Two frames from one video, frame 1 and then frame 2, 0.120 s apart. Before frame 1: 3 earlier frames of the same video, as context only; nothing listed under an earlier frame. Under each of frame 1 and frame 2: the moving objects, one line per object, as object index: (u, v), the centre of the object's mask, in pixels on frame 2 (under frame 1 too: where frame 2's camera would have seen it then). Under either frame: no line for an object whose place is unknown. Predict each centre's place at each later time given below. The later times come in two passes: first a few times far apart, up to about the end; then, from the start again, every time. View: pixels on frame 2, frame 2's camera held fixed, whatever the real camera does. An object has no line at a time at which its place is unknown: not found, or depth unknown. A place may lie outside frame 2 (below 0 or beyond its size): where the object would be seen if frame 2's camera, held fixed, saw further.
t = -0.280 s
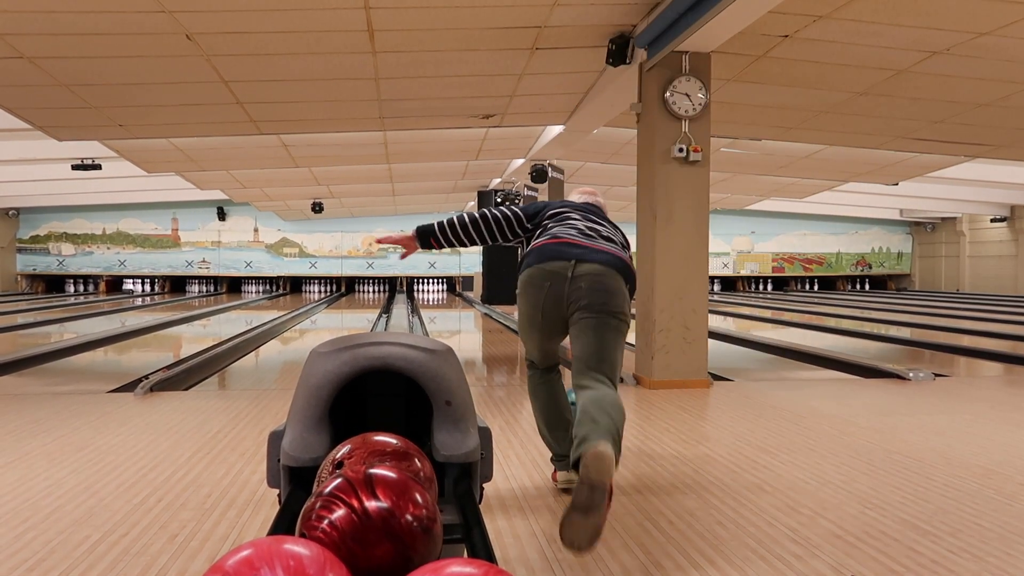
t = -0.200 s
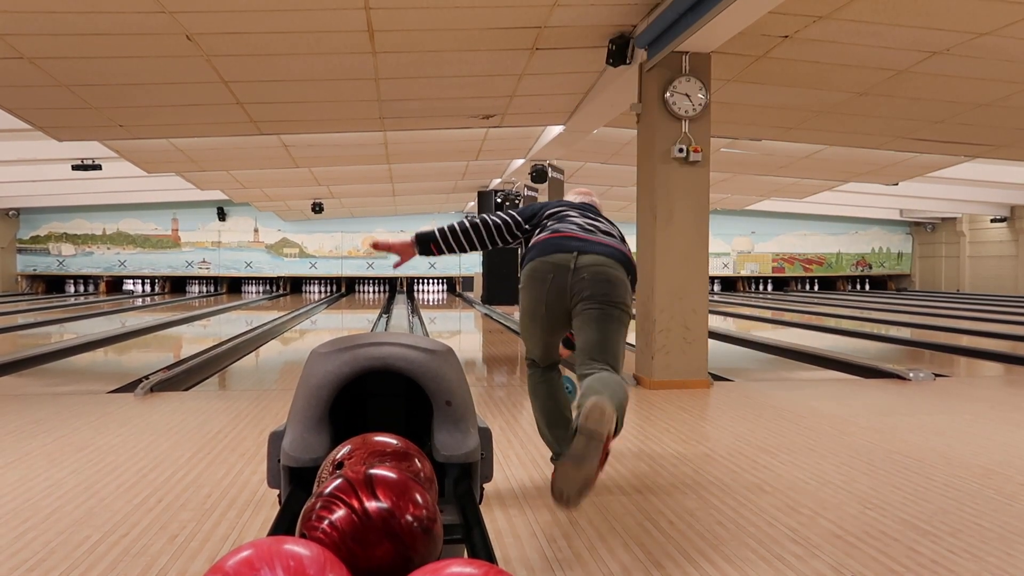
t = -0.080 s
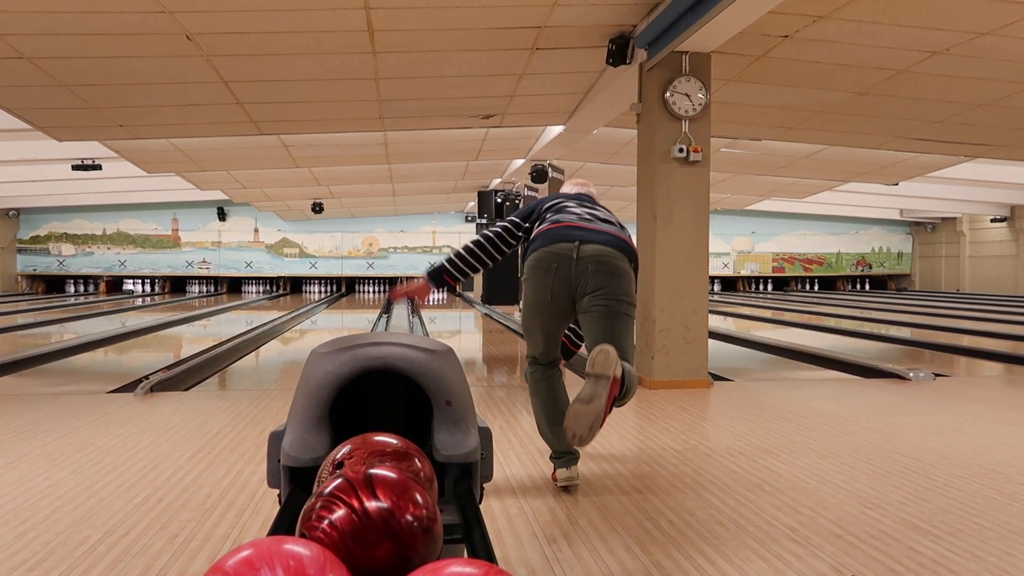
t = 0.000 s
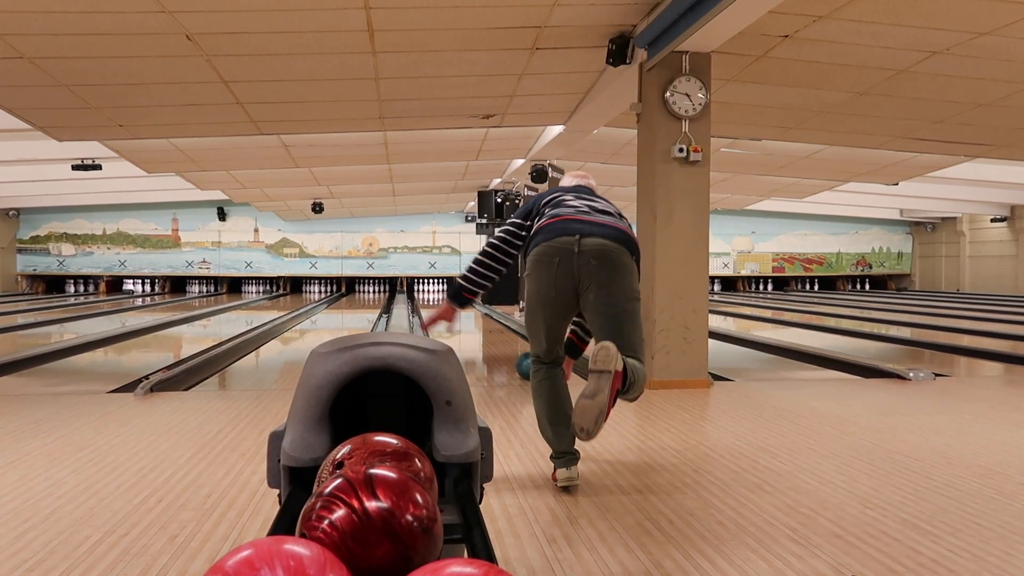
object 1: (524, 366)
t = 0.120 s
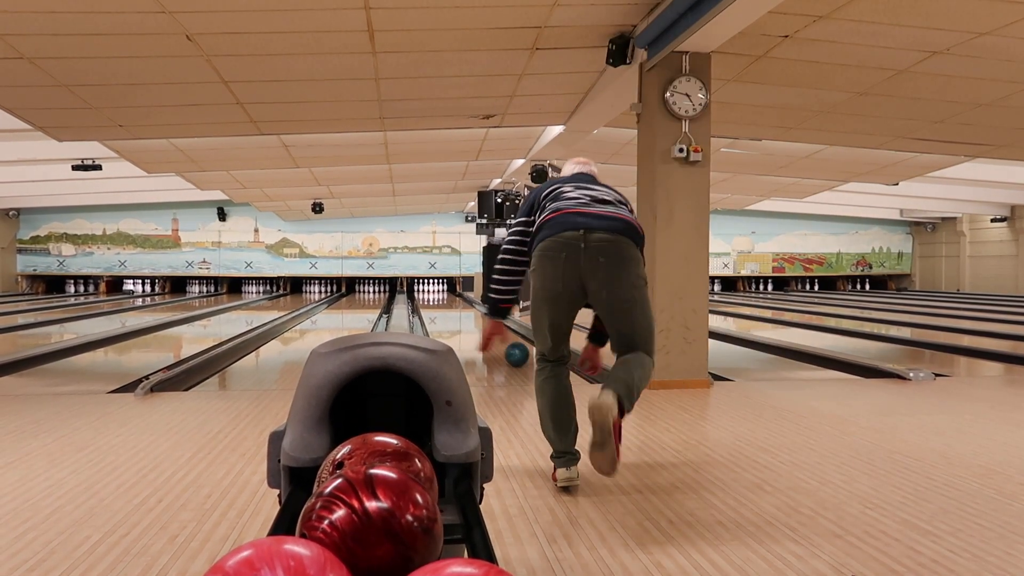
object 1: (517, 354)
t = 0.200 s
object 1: (509, 348)
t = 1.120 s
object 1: (469, 311)
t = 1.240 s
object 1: (467, 308)
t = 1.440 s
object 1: (463, 305)
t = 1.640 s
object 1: (459, 302)
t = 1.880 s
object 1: (456, 298)
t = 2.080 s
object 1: (453, 296)
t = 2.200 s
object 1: (452, 295)
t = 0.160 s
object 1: (515, 352)
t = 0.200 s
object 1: (509, 348)
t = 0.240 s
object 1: (507, 345)
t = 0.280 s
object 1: (504, 343)
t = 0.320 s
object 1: (501, 340)
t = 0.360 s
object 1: (499, 338)
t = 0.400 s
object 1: (497, 335)
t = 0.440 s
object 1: (494, 334)
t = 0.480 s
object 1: (493, 331)
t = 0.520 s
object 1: (490, 329)
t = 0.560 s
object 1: (488, 328)
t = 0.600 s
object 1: (487, 326)
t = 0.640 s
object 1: (485, 324)
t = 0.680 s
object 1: (483, 323)
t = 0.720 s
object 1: (482, 322)
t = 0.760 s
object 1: (480, 320)
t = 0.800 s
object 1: (479, 319)
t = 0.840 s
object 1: (478, 318)
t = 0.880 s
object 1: (476, 317)
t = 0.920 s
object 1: (475, 316)
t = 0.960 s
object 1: (474, 315)
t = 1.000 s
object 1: (473, 314)
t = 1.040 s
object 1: (472, 313)
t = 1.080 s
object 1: (471, 312)
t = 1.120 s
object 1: (469, 311)
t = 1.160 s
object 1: (468, 310)
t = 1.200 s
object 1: (468, 309)
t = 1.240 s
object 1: (467, 308)
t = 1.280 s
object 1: (466, 307)
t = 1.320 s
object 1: (465, 306)
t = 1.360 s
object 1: (464, 306)
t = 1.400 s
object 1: (463, 305)
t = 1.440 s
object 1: (463, 305)
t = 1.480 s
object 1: (462, 304)
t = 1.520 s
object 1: (461, 303)
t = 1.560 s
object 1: (460, 303)
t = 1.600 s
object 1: (460, 302)
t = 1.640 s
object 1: (459, 302)
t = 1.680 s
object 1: (459, 301)
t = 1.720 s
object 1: (458, 300)
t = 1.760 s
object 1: (458, 300)
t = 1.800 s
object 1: (457, 300)
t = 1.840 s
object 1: (457, 299)
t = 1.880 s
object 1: (456, 298)
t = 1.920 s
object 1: (455, 298)
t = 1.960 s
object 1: (454, 297)
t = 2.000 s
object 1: (455, 297)
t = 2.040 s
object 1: (454, 297)
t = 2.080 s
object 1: (453, 296)
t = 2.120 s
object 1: (454, 296)
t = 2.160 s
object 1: (453, 295)
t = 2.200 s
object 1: (452, 295)
